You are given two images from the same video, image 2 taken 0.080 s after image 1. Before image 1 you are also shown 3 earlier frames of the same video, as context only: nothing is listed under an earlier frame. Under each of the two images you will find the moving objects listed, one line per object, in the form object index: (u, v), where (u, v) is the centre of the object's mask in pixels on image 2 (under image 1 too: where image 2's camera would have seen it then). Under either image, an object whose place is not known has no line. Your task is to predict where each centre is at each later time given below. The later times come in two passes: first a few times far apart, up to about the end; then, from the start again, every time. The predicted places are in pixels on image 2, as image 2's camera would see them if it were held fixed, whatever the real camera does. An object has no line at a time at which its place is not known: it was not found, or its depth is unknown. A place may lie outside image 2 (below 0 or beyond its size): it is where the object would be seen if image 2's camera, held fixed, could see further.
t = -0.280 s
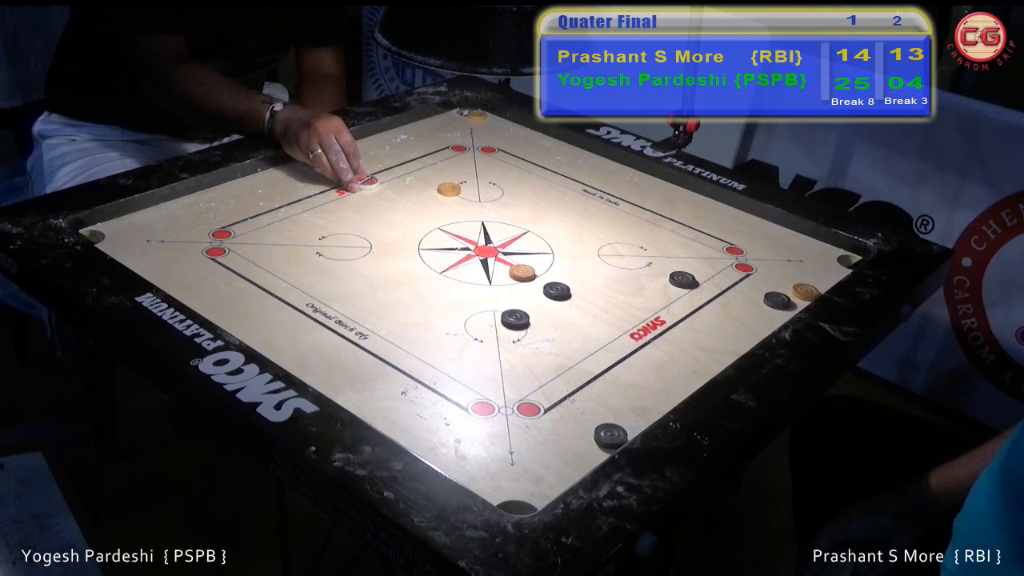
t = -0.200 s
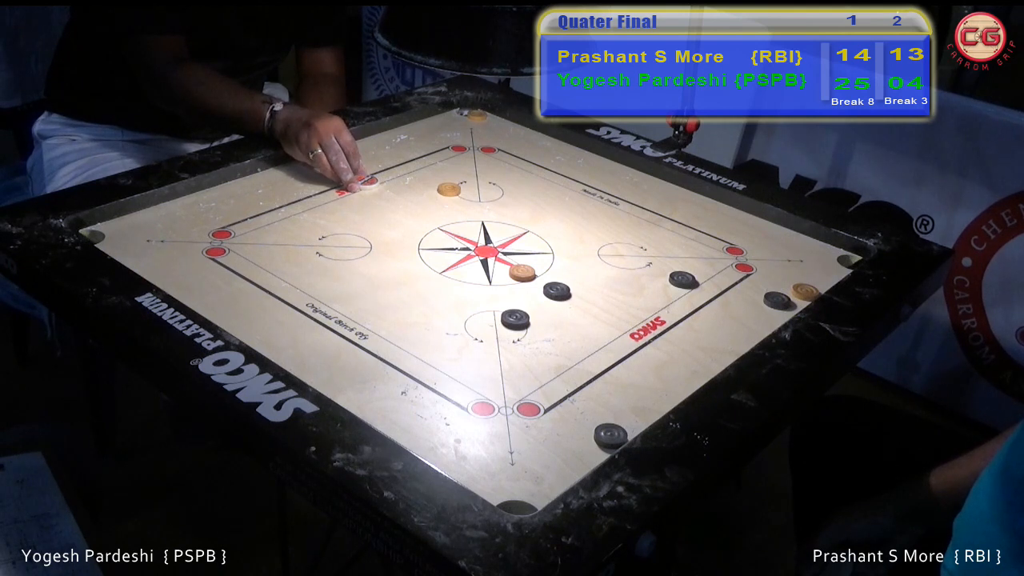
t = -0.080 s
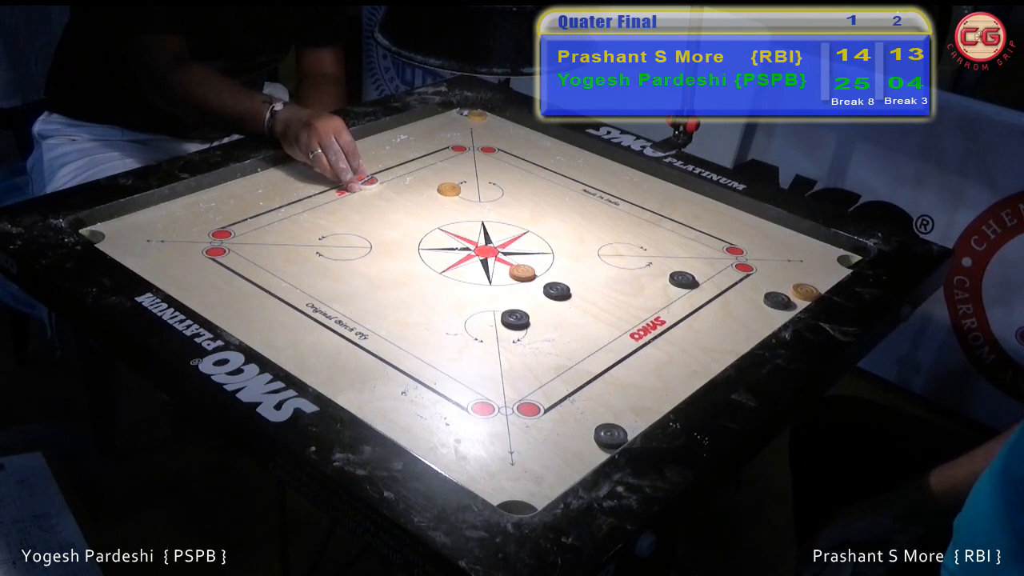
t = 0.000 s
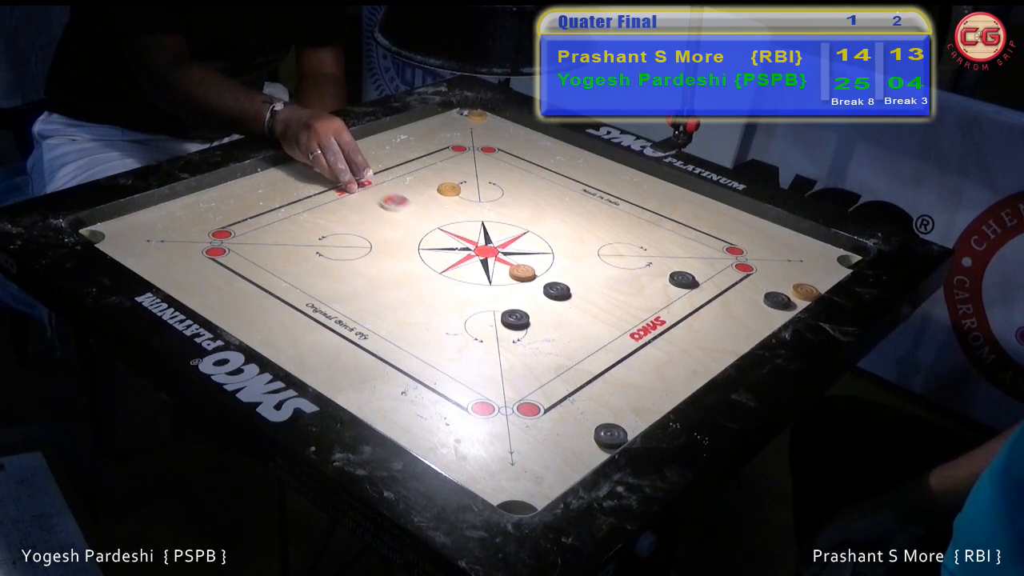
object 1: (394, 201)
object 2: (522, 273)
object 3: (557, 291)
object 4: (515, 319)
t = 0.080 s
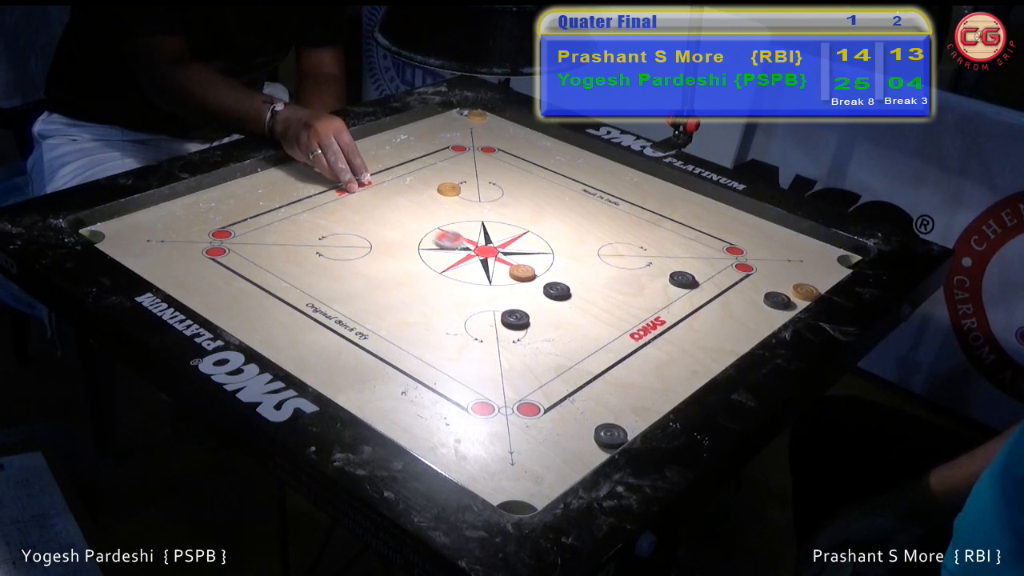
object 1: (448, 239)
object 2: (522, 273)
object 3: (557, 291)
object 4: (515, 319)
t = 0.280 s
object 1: (541, 315)
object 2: (629, 272)
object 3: (588, 320)
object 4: (512, 350)
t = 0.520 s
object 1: (601, 357)
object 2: (698, 256)
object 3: (639, 355)
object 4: (504, 460)
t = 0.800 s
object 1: (621, 372)
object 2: (706, 254)
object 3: (647, 357)
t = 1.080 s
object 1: (621, 372)
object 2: (706, 254)
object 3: (647, 357)
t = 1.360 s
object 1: (621, 372)
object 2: (706, 254)
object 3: (647, 357)
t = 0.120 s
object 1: (478, 258)
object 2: (522, 273)
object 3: (557, 291)
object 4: (515, 319)
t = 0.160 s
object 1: (500, 277)
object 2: (543, 276)
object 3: (557, 291)
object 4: (515, 319)
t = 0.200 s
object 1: (513, 293)
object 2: (575, 276)
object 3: (567, 301)
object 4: (515, 319)
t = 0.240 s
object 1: (527, 307)
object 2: (603, 273)
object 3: (578, 311)
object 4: (514, 329)
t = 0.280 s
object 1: (541, 315)
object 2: (629, 272)
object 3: (588, 320)
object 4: (512, 350)
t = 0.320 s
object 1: (555, 325)
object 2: (653, 270)
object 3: (597, 328)
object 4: (510, 370)
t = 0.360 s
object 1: (567, 332)
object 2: (667, 267)
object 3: (604, 336)
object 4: (508, 390)
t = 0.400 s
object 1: (578, 340)
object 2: (677, 264)
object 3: (612, 342)
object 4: (507, 409)
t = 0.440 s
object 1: (587, 346)
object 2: (686, 261)
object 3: (623, 347)
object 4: (506, 428)
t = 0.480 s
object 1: (594, 352)
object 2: (692, 258)
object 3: (632, 352)
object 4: (505, 444)
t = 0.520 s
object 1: (601, 357)
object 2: (698, 256)
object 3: (639, 355)
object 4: (504, 460)
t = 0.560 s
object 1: (607, 362)
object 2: (702, 255)
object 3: (643, 356)
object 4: (504, 474)
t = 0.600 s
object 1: (612, 365)
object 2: (704, 254)
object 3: (646, 357)
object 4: (504, 487)
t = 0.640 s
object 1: (616, 368)
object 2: (705, 254)
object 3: (647, 358)
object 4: (505, 497)
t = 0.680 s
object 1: (619, 370)
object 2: (705, 254)
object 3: (647, 358)
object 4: (508, 504)
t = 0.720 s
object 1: (621, 371)
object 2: (706, 254)
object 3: (647, 358)
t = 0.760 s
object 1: (621, 372)
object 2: (706, 254)
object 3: (647, 357)
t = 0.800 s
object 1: (621, 372)
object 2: (706, 254)
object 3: (647, 357)
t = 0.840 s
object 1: (621, 372)
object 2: (706, 254)
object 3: (647, 357)
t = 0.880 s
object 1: (621, 372)
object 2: (706, 254)
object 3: (647, 357)
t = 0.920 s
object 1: (621, 372)
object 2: (706, 254)
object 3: (647, 357)
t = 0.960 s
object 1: (621, 372)
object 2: (706, 254)
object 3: (647, 357)
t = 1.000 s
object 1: (621, 372)
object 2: (706, 254)
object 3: (647, 357)
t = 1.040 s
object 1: (621, 372)
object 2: (706, 254)
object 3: (647, 357)
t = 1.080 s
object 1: (621, 372)
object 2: (706, 254)
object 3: (647, 357)
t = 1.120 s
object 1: (621, 372)
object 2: (706, 254)
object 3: (647, 357)
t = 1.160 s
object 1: (621, 372)
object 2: (706, 254)
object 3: (647, 357)
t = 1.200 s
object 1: (621, 372)
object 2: (706, 254)
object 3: (647, 357)
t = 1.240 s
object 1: (621, 372)
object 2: (706, 254)
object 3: (647, 357)
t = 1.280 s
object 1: (621, 372)
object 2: (706, 254)
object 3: (647, 357)
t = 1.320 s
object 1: (621, 372)
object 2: (706, 254)
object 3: (647, 357)
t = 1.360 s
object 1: (621, 372)
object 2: (706, 254)
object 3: (647, 357)
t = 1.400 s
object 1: (621, 372)
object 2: (706, 253)
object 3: (647, 357)
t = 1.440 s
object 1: (621, 372)
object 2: (706, 253)
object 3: (647, 357)
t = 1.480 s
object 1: (622, 372)
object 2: (706, 253)
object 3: (647, 357)
